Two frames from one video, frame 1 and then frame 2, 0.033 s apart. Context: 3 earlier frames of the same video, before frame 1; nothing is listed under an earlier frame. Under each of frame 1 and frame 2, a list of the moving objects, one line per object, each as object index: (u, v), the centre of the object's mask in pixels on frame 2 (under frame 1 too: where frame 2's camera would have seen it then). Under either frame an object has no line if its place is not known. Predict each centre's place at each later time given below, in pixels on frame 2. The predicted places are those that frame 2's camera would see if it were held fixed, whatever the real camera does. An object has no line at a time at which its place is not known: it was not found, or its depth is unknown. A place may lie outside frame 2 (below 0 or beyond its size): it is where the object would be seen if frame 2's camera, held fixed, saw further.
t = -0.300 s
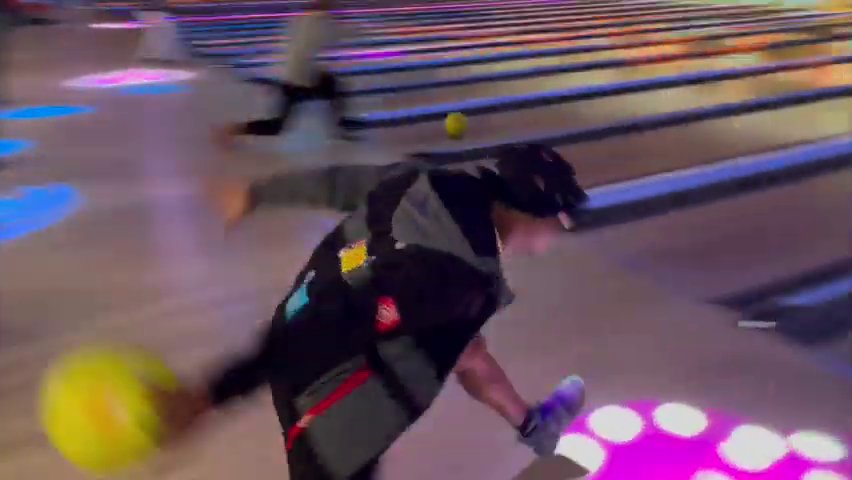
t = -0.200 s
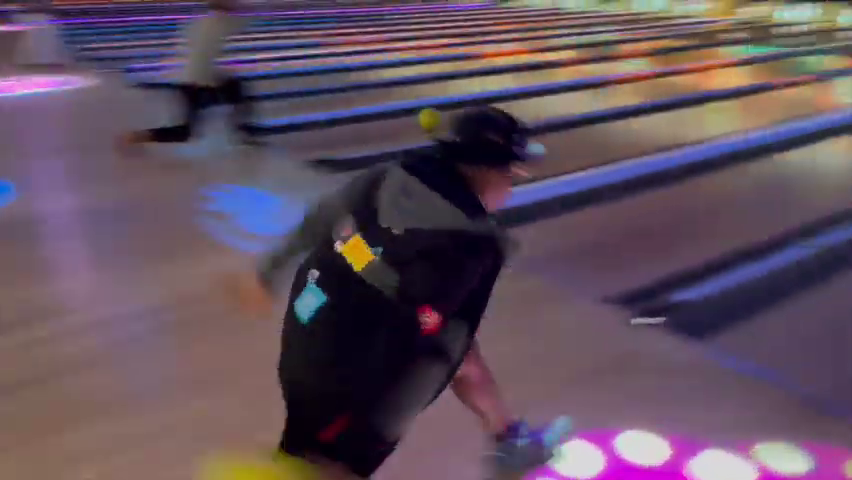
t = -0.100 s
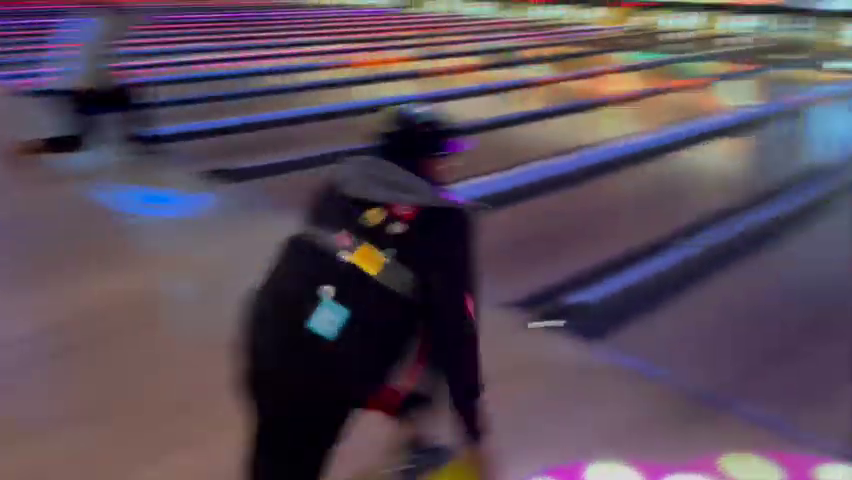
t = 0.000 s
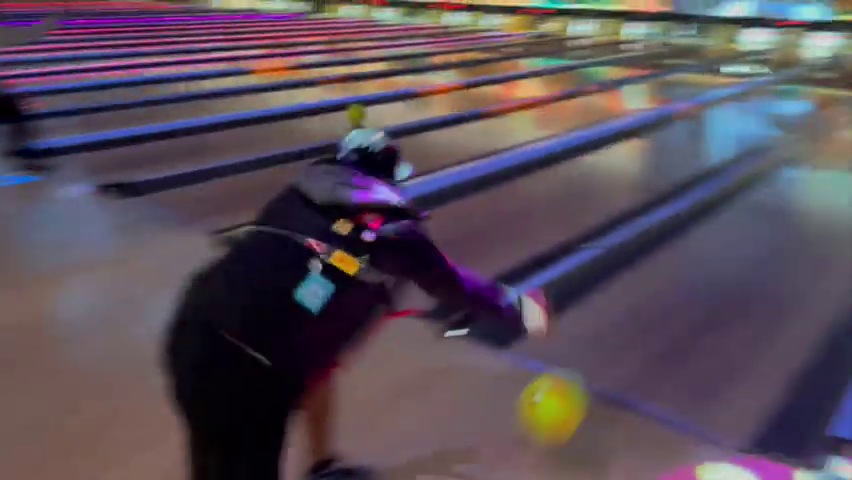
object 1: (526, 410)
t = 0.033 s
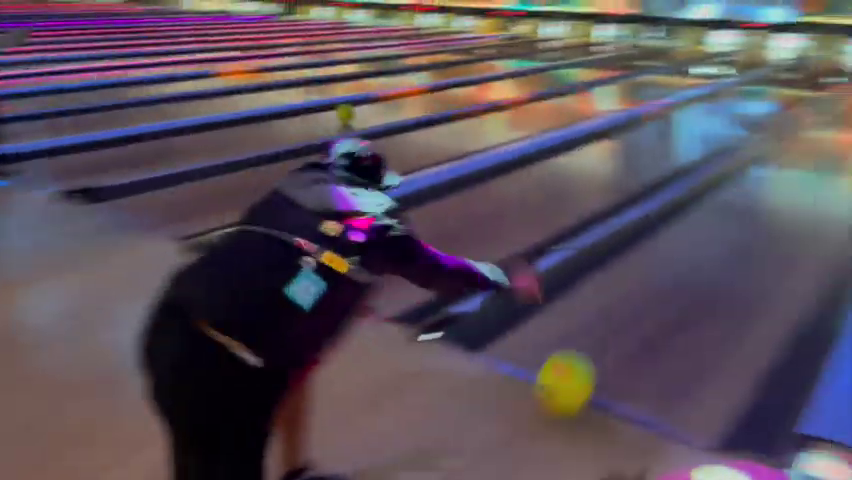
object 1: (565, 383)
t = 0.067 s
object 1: (598, 363)
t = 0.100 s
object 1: (628, 337)
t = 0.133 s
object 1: (652, 314)
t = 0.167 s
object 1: (673, 295)
